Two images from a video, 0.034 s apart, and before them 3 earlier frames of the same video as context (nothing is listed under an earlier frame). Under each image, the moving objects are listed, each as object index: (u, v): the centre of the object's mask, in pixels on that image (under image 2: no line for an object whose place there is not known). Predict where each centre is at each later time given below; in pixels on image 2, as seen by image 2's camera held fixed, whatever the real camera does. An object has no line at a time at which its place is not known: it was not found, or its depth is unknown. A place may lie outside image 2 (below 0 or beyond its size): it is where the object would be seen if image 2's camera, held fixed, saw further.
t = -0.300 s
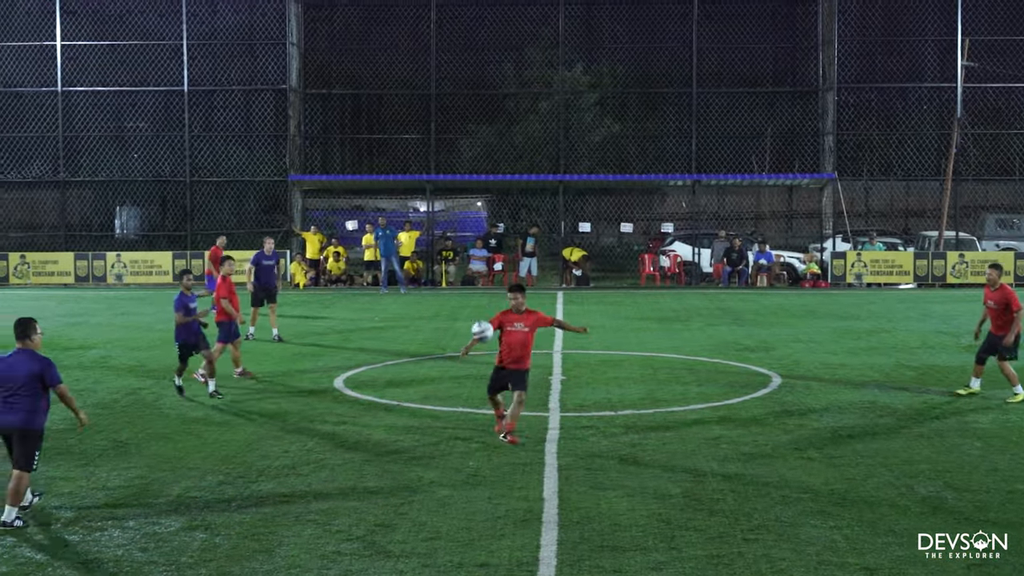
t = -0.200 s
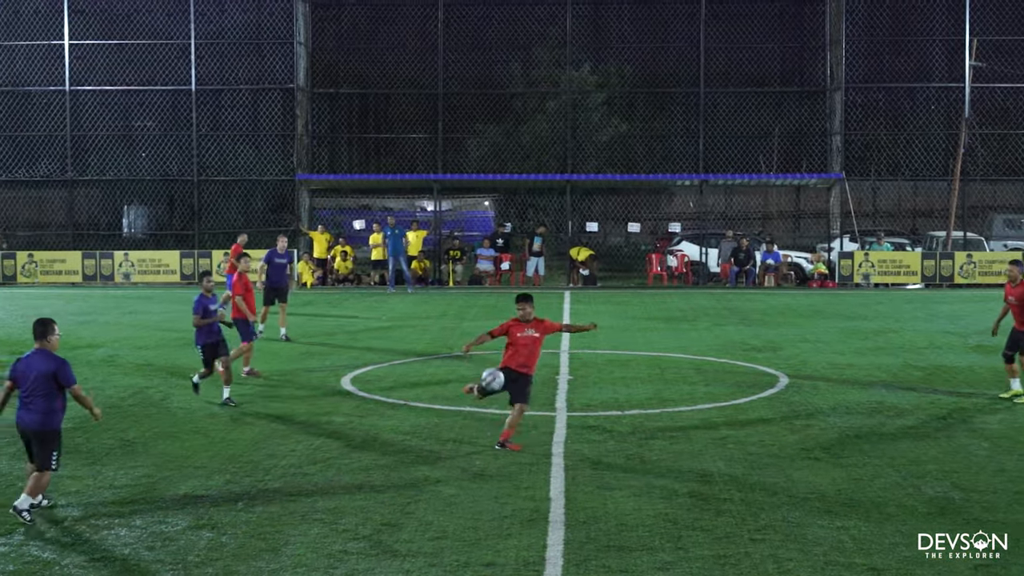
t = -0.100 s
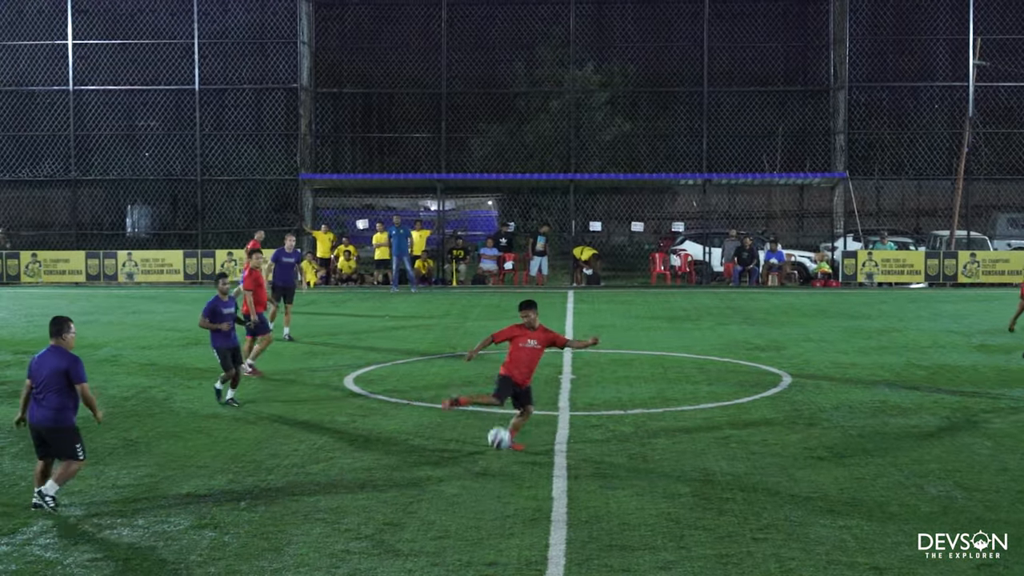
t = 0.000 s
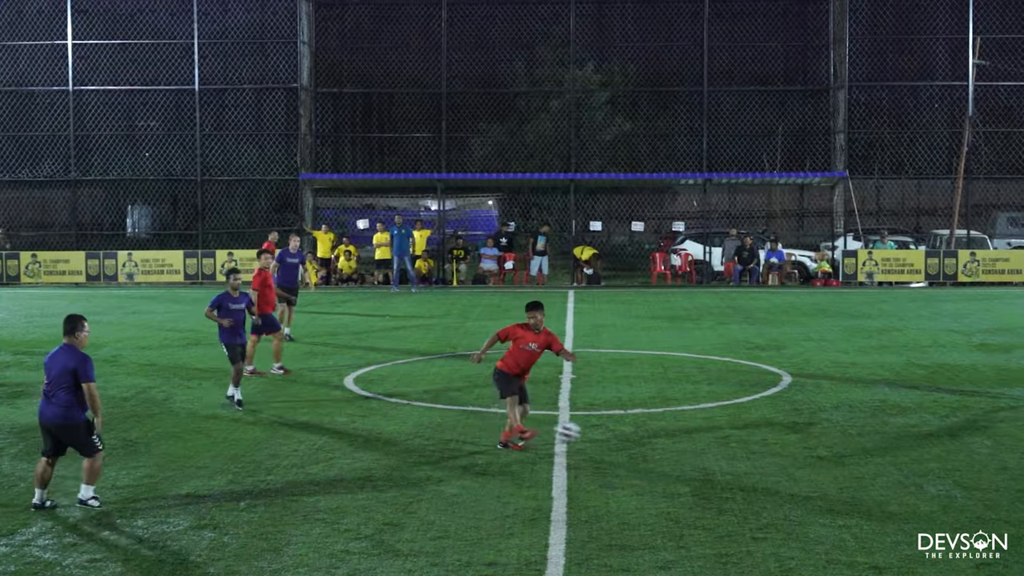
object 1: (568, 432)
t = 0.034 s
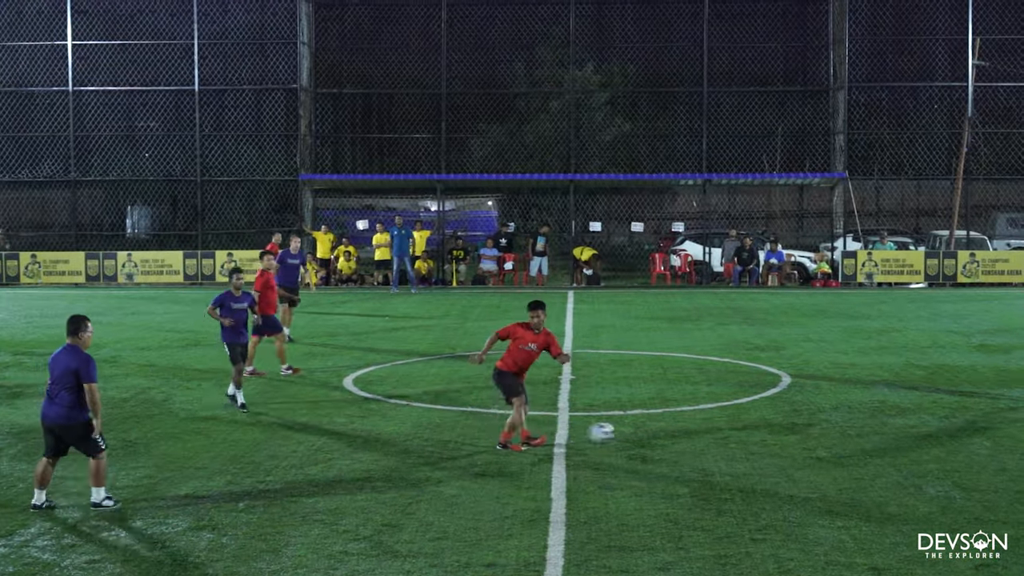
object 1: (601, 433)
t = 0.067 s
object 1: (636, 433)
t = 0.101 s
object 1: (680, 433)
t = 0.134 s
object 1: (709, 428)
